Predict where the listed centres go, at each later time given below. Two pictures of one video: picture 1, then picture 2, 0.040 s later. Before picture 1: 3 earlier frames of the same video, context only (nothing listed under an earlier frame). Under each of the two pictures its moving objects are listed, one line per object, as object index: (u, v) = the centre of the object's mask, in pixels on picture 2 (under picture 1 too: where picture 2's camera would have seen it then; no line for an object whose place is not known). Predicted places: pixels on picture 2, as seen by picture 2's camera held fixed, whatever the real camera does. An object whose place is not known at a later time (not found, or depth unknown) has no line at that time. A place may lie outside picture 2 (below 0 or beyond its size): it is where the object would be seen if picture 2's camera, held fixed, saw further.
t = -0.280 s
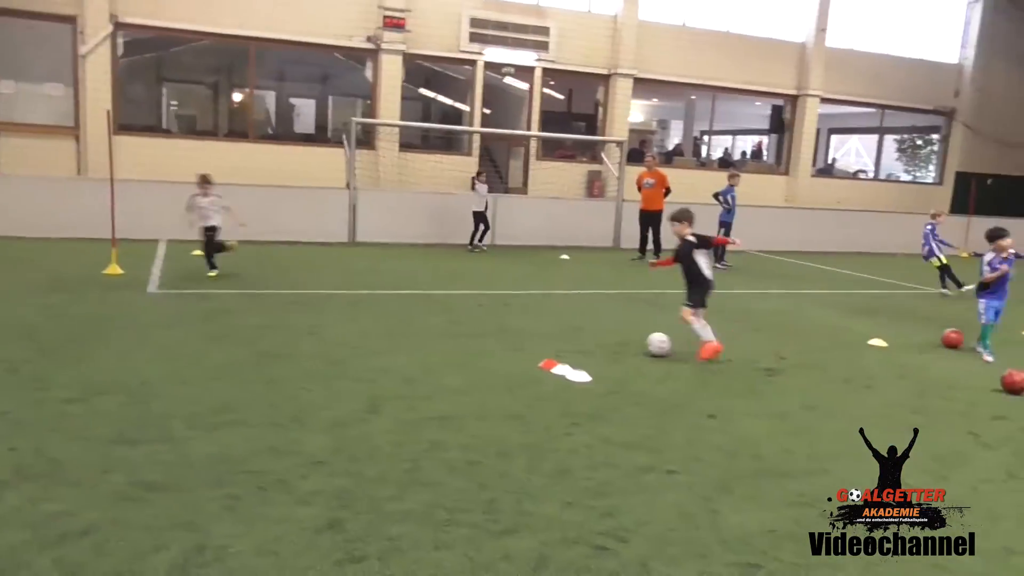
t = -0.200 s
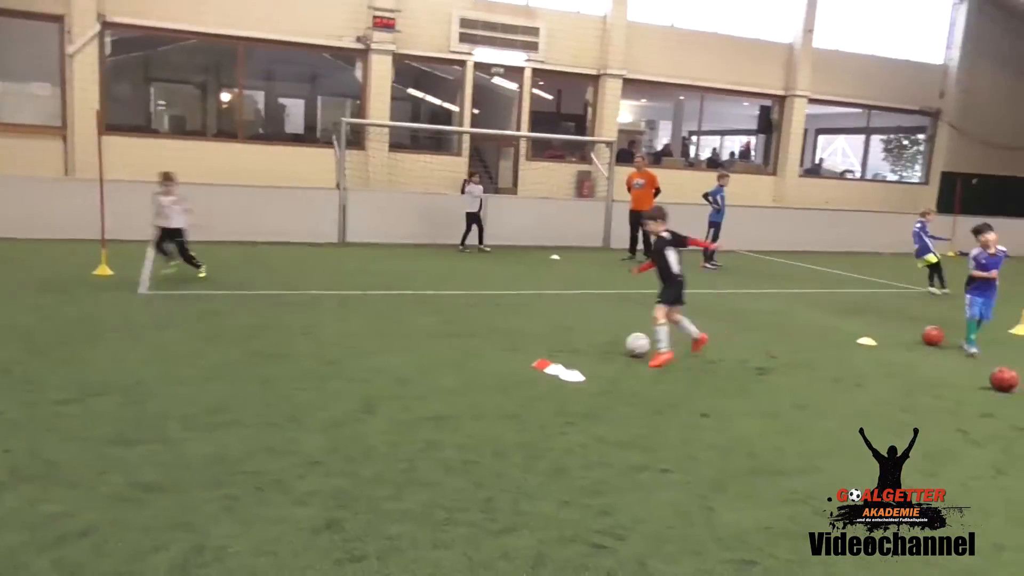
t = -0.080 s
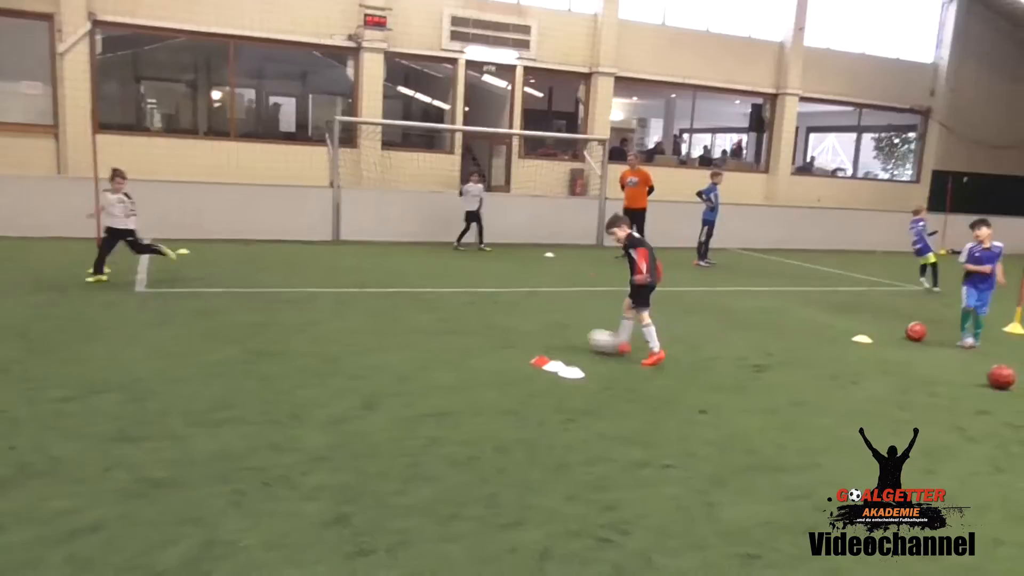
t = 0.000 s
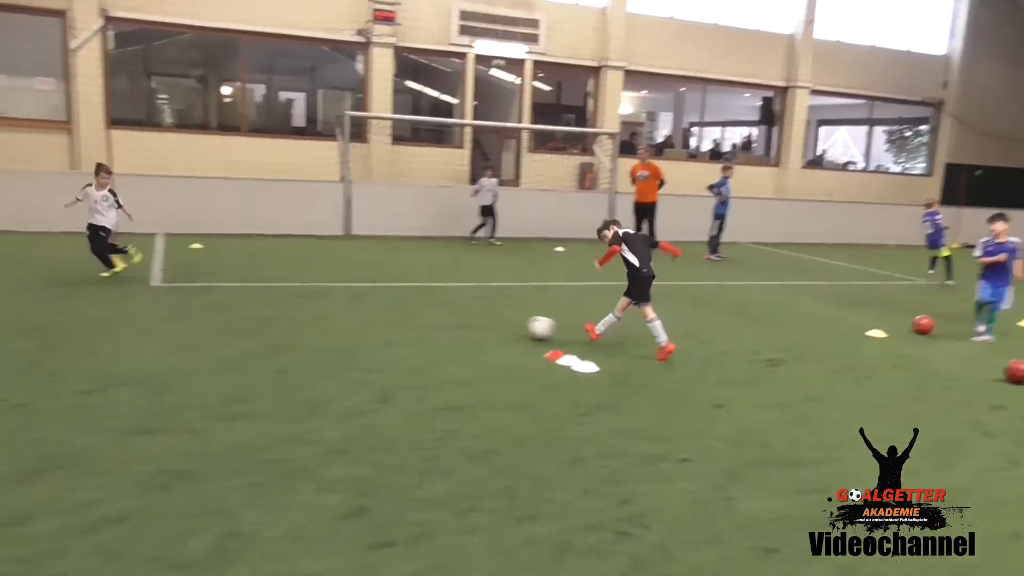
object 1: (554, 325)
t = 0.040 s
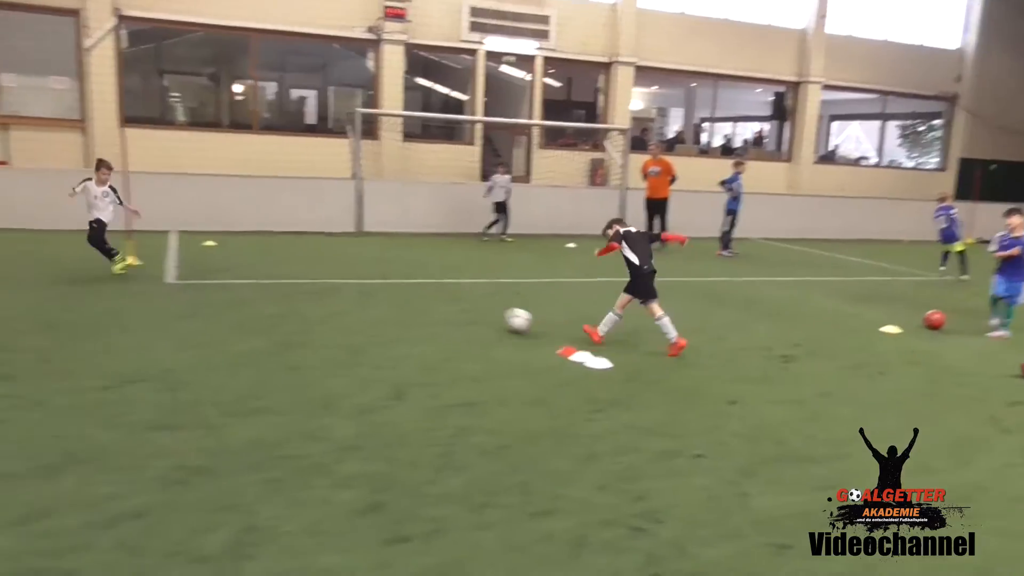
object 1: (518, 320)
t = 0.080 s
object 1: (483, 317)
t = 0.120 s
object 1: (450, 316)
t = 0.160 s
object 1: (419, 312)
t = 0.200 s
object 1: (390, 309)
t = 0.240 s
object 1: (361, 307)
